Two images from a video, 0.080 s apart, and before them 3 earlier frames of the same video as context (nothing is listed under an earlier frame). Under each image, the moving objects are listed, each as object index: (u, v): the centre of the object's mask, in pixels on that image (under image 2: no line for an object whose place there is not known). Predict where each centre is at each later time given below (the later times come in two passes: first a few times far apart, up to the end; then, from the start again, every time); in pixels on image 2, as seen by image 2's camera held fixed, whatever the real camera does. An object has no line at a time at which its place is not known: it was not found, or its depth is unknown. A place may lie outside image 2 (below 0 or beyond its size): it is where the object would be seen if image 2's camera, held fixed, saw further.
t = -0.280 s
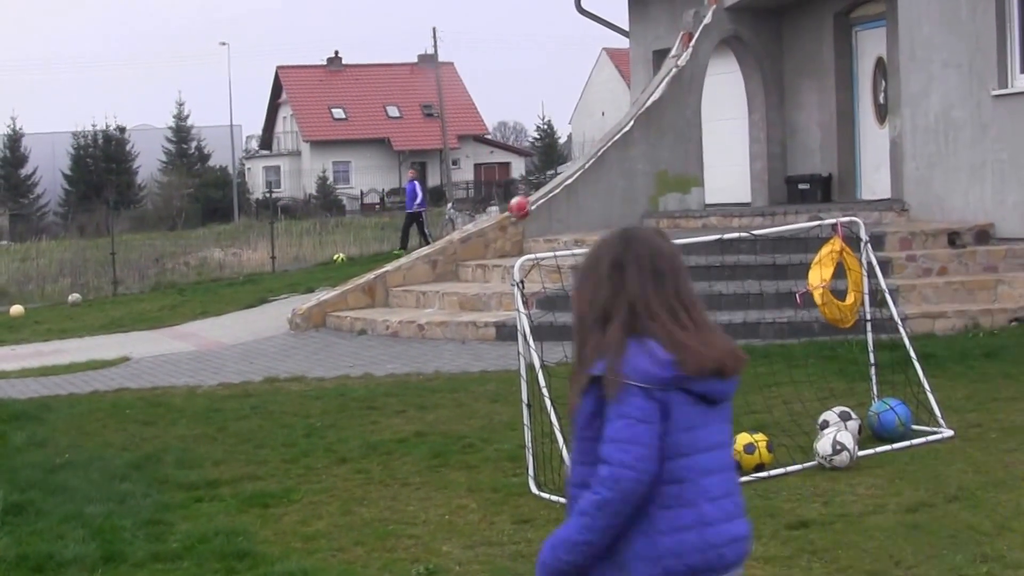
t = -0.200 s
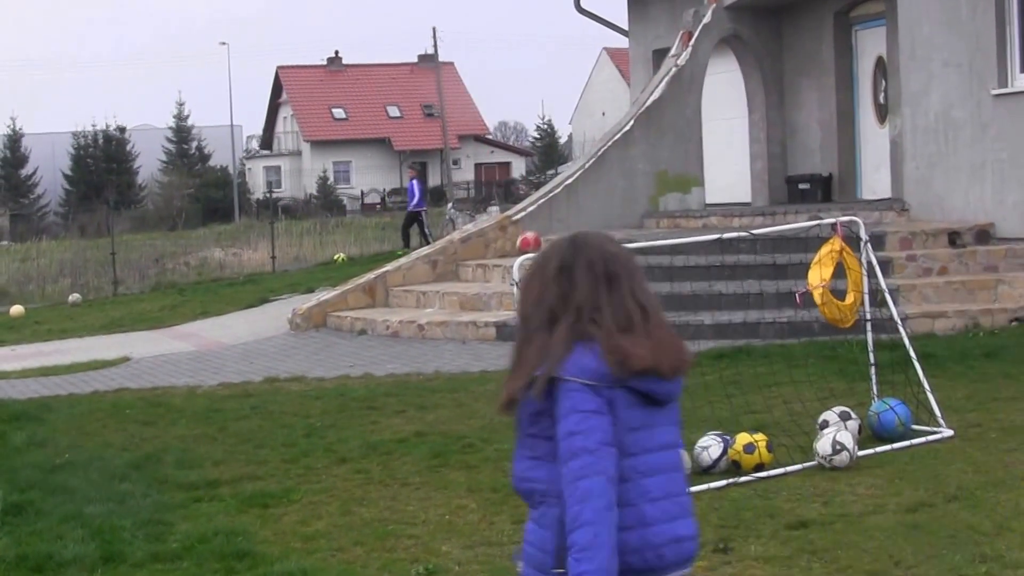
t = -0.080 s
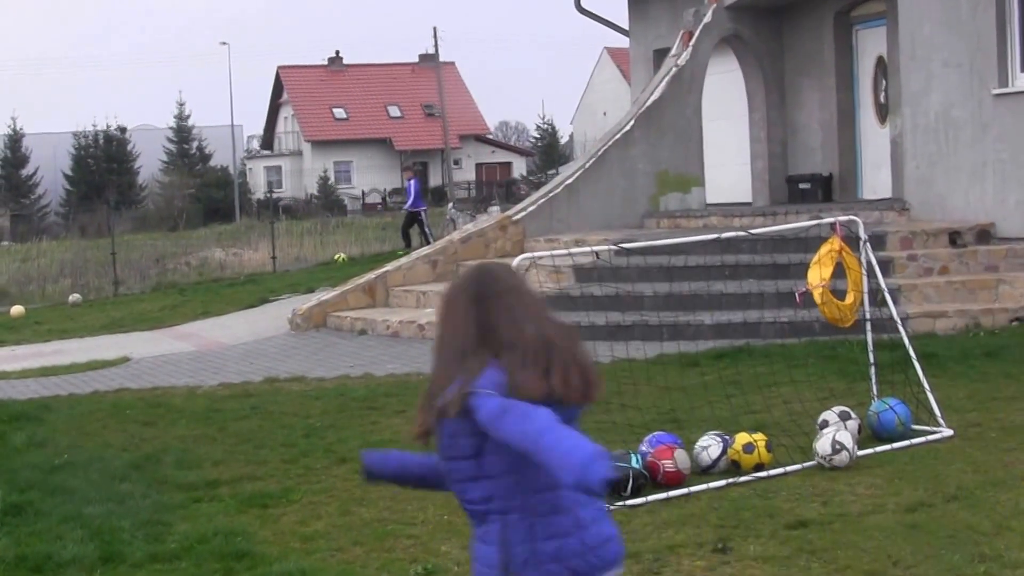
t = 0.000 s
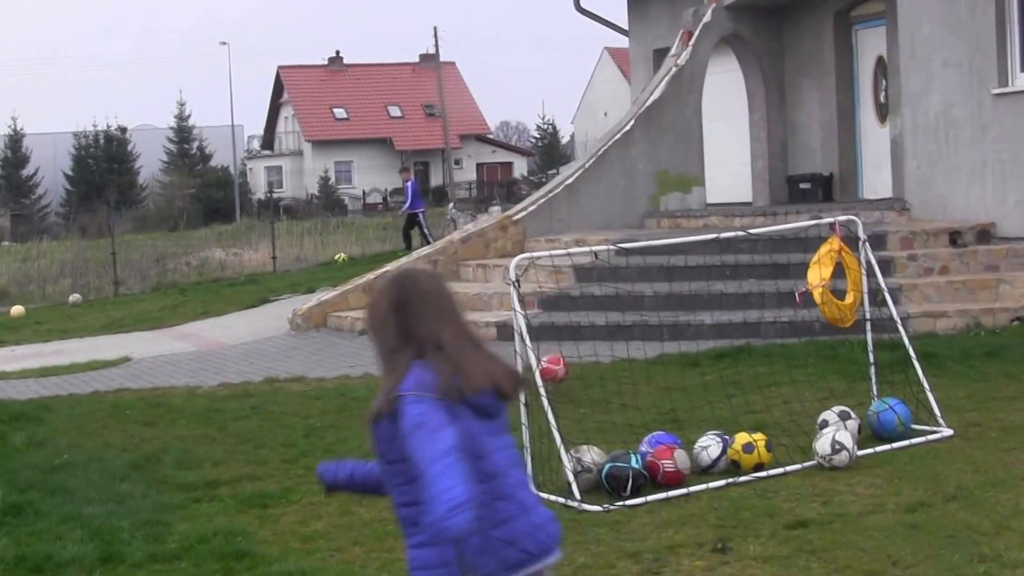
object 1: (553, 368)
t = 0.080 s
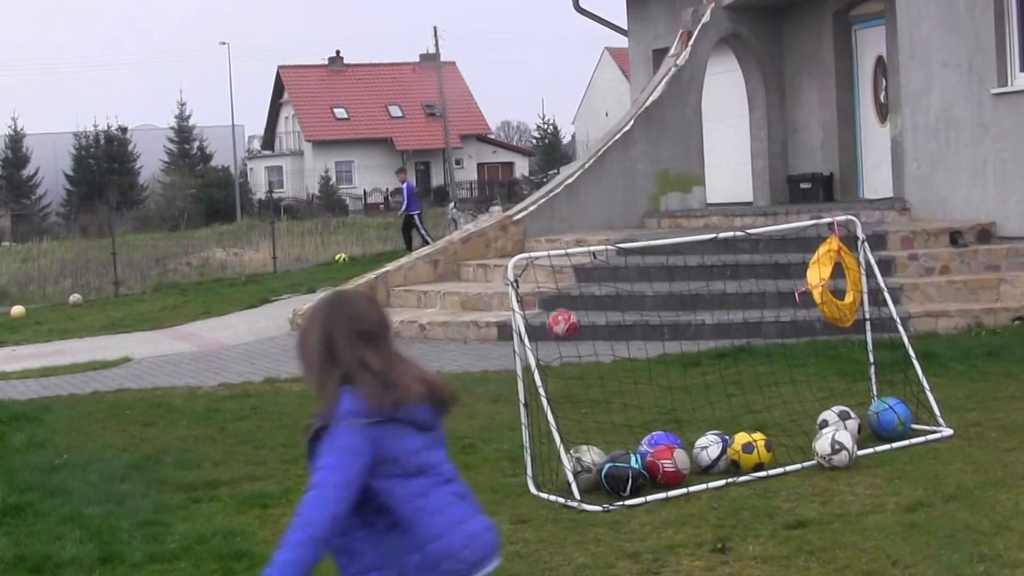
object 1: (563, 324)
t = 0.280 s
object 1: (586, 242)
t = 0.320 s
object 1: (591, 232)
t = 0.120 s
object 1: (569, 304)
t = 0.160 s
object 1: (574, 285)
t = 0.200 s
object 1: (579, 270)
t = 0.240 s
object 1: (581, 258)
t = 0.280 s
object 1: (586, 242)
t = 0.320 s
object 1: (591, 232)
